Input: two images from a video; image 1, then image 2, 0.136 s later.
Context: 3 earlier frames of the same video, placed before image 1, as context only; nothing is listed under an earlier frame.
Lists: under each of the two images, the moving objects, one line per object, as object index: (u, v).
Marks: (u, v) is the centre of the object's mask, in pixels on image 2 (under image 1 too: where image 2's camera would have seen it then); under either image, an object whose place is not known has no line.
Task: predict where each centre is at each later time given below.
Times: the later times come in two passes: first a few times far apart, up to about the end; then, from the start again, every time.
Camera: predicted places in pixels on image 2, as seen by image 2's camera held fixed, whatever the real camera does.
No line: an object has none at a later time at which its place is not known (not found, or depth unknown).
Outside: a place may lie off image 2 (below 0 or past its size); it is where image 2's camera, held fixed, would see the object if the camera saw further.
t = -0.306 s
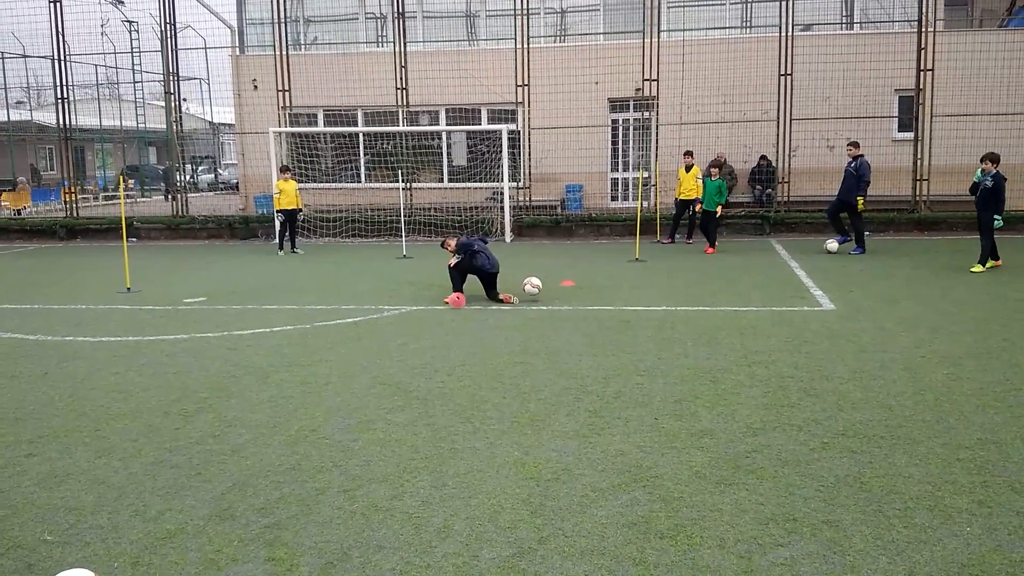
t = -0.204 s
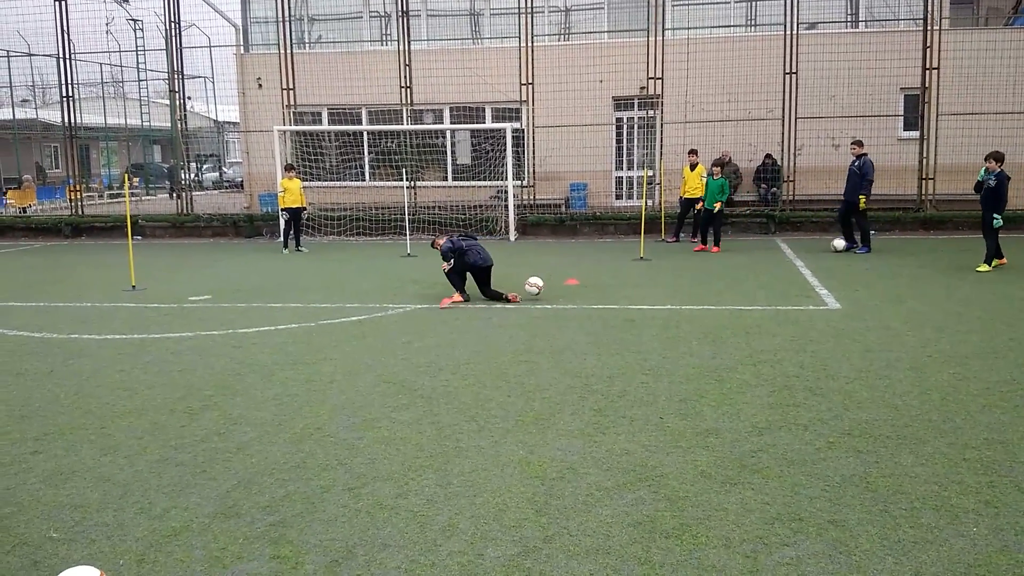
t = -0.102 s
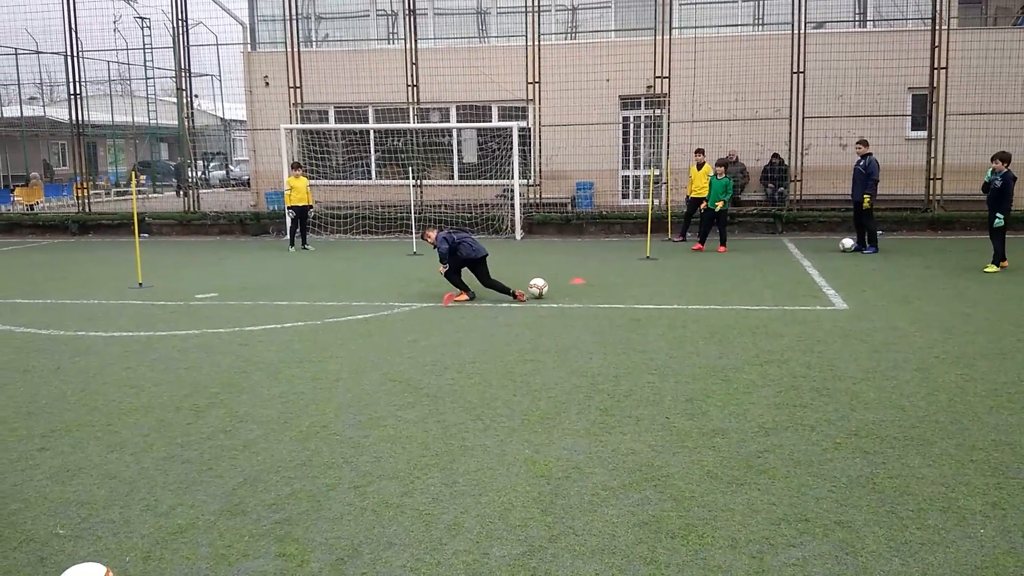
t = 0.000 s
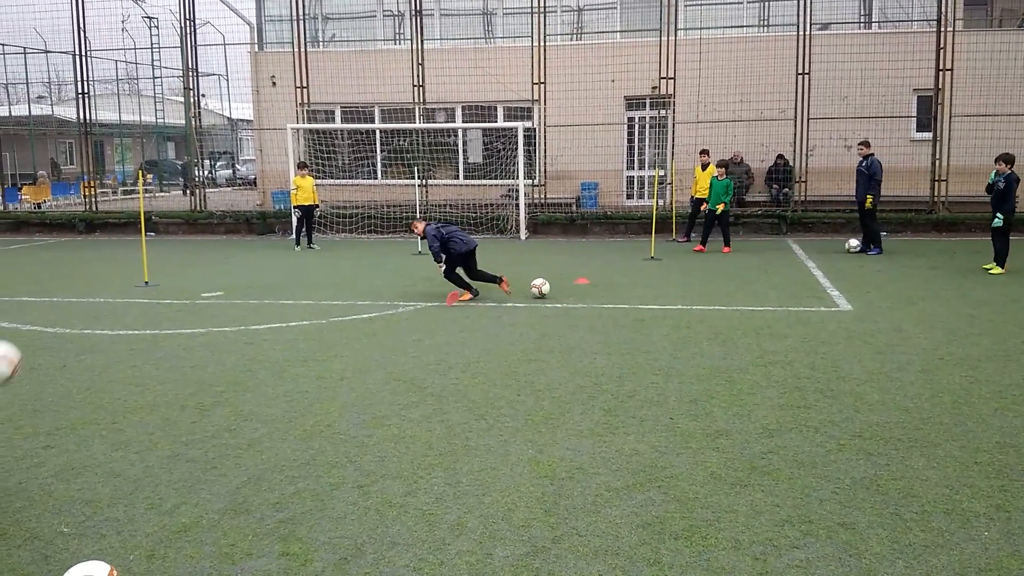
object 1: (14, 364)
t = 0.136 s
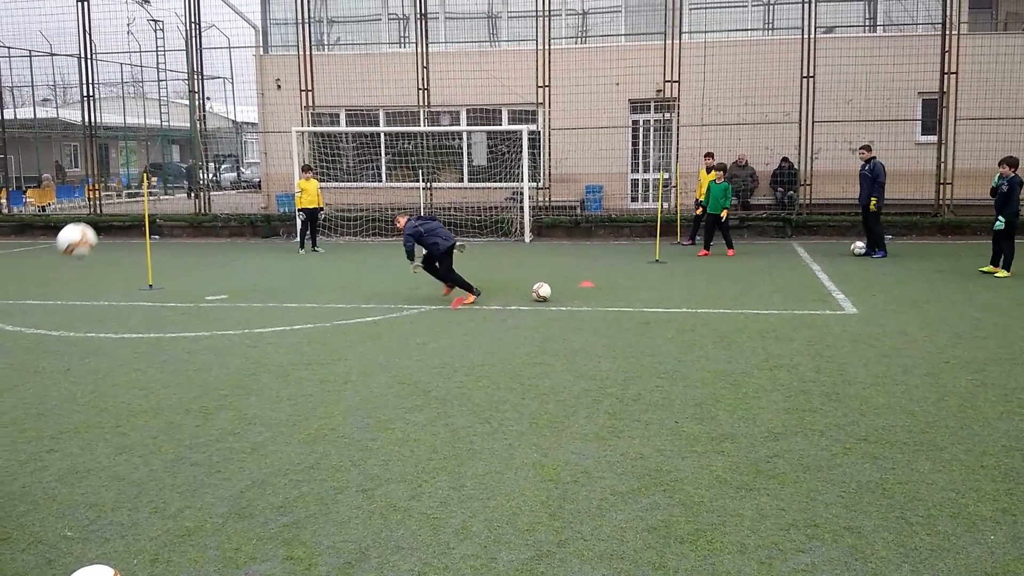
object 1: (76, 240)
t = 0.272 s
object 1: (133, 176)
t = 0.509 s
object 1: (200, 149)
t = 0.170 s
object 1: (92, 220)
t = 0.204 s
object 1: (107, 202)
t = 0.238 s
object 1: (121, 188)
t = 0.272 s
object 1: (133, 176)
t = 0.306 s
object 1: (145, 167)
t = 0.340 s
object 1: (156, 159)
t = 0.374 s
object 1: (166, 154)
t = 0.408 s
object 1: (176, 150)
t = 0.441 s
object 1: (185, 148)
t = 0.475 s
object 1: (192, 149)
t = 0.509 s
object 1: (200, 149)
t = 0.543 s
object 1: (207, 151)
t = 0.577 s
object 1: (213, 154)
